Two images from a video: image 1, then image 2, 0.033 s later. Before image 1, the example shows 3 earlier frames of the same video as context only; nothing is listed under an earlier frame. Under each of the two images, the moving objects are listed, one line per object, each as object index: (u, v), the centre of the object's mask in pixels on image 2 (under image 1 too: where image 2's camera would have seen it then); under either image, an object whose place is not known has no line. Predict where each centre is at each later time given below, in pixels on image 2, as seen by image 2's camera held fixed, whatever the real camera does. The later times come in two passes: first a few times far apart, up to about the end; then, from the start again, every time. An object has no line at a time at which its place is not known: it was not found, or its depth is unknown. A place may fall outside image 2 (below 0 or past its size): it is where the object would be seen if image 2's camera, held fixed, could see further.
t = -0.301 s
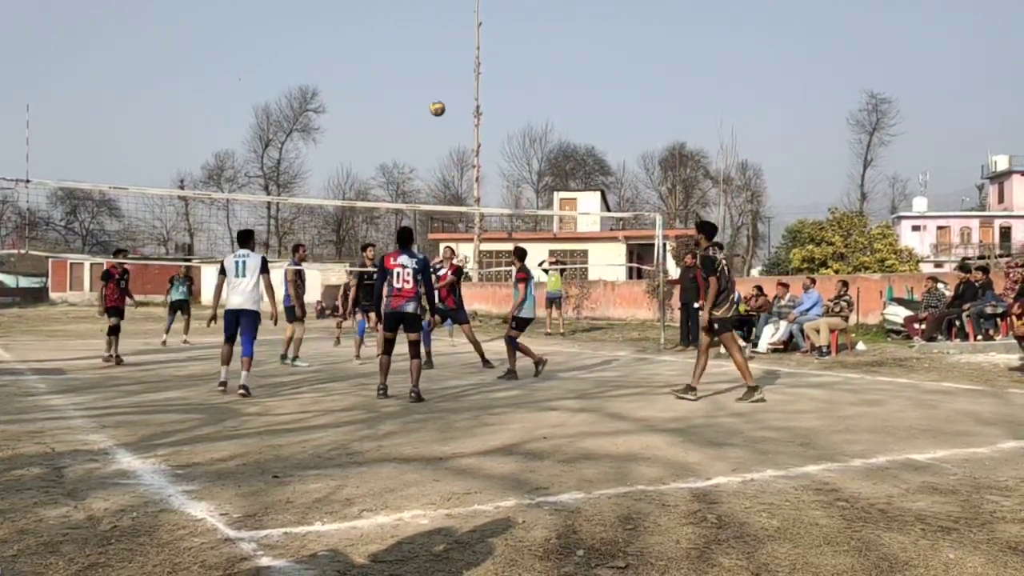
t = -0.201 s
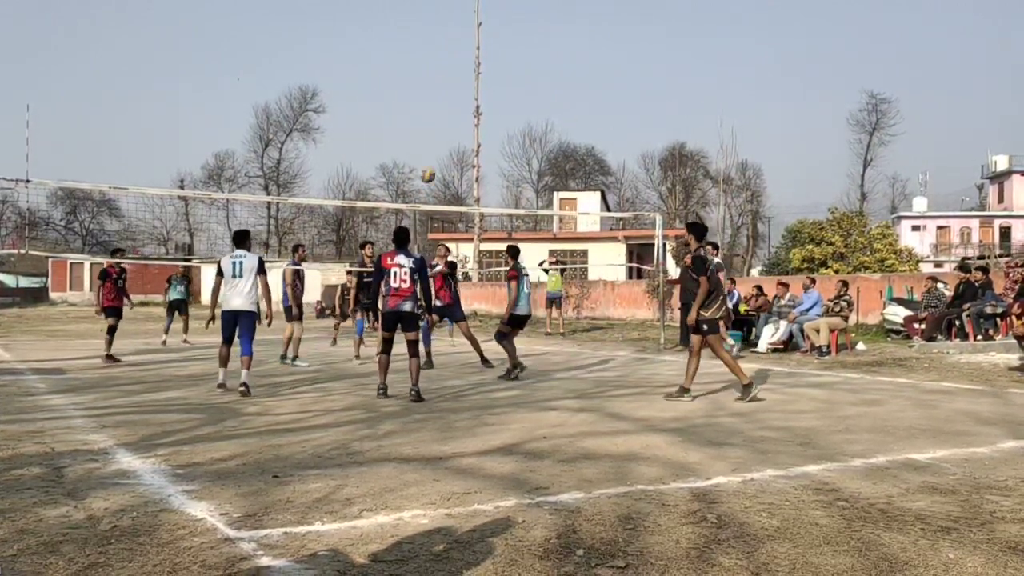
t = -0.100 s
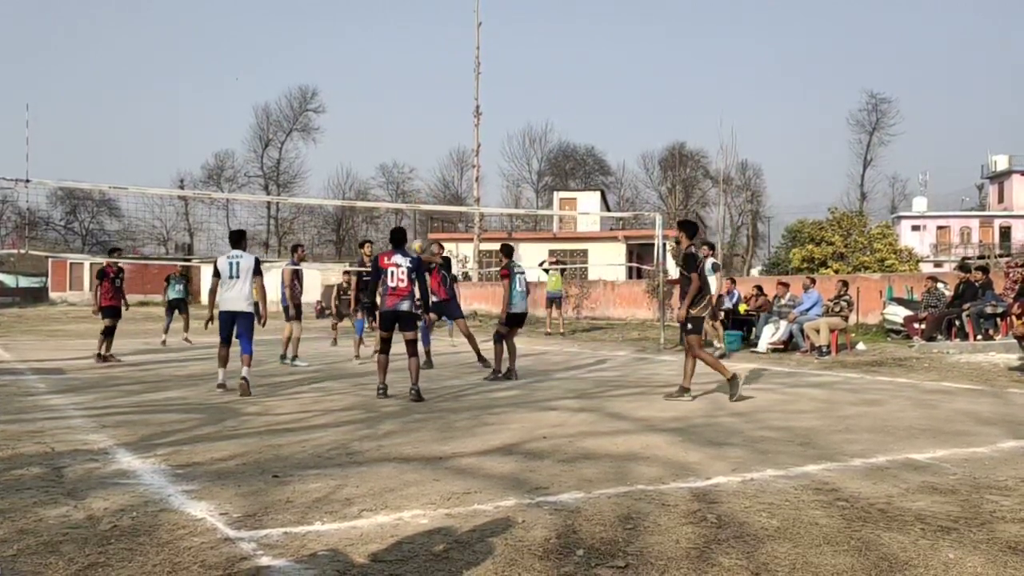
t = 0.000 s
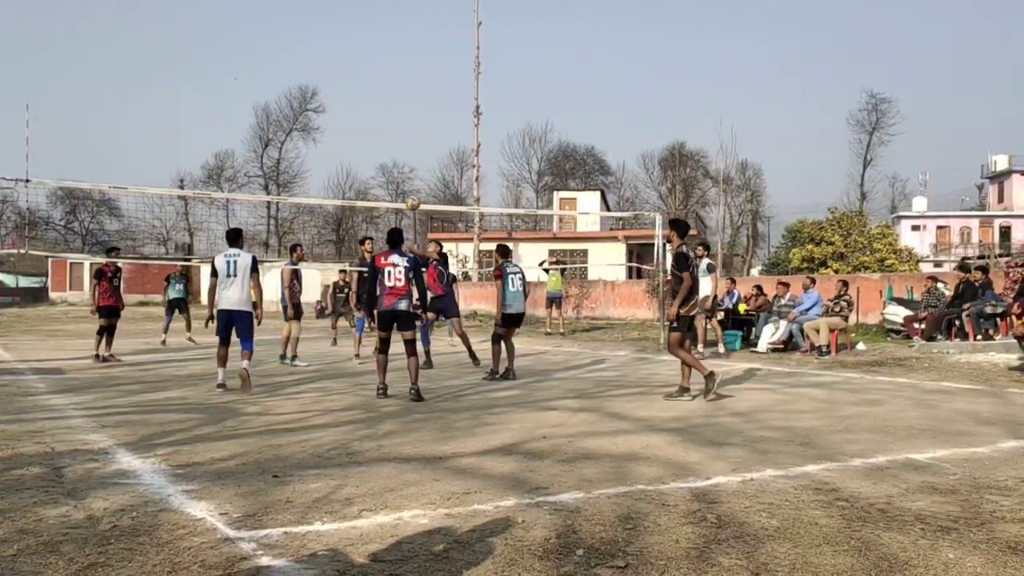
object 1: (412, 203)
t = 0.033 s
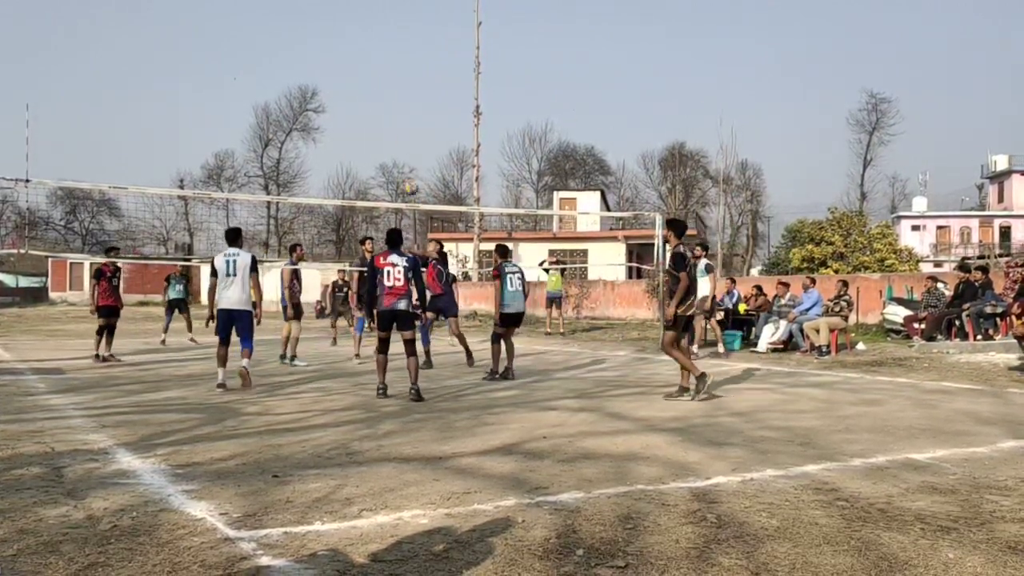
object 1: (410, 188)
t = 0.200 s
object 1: (403, 131)
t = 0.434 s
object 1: (392, 84)
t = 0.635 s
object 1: (384, 74)
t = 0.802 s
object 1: (378, 84)
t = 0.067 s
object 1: (409, 175)
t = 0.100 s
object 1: (407, 162)
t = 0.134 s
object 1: (406, 150)
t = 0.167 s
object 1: (404, 140)
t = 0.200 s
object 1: (403, 131)
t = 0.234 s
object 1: (401, 121)
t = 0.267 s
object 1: (400, 112)
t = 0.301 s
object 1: (398, 105)
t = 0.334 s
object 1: (397, 98)
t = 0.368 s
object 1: (395, 92)
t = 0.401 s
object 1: (394, 88)
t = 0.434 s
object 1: (392, 84)
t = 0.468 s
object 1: (391, 80)
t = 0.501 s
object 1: (390, 78)
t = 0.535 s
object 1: (389, 76)
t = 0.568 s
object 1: (387, 74)
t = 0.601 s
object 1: (386, 73)
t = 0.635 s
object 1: (384, 74)
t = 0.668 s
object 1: (383, 74)
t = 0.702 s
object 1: (382, 76)
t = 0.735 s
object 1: (381, 77)
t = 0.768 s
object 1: (380, 80)
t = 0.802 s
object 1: (378, 84)
